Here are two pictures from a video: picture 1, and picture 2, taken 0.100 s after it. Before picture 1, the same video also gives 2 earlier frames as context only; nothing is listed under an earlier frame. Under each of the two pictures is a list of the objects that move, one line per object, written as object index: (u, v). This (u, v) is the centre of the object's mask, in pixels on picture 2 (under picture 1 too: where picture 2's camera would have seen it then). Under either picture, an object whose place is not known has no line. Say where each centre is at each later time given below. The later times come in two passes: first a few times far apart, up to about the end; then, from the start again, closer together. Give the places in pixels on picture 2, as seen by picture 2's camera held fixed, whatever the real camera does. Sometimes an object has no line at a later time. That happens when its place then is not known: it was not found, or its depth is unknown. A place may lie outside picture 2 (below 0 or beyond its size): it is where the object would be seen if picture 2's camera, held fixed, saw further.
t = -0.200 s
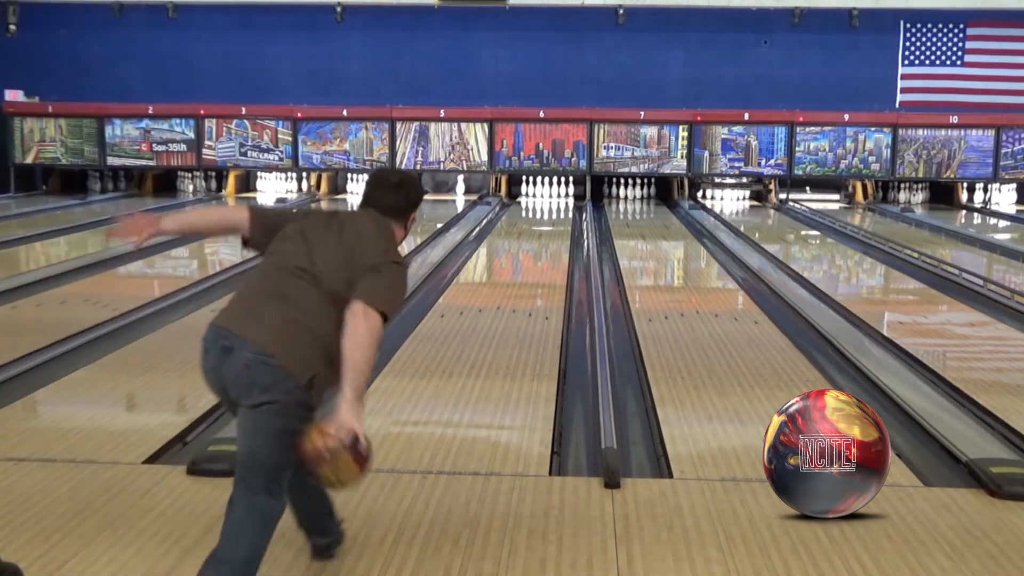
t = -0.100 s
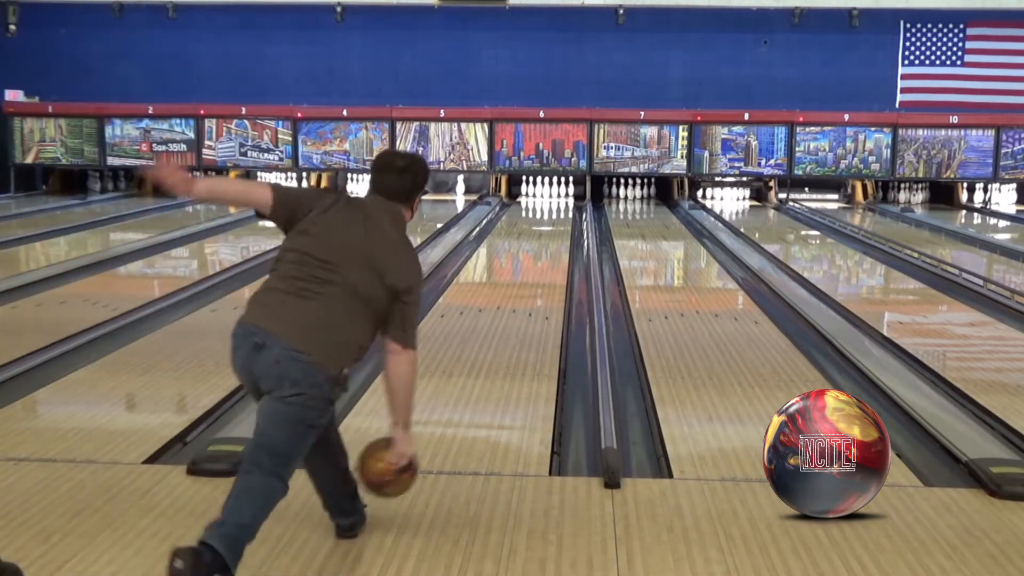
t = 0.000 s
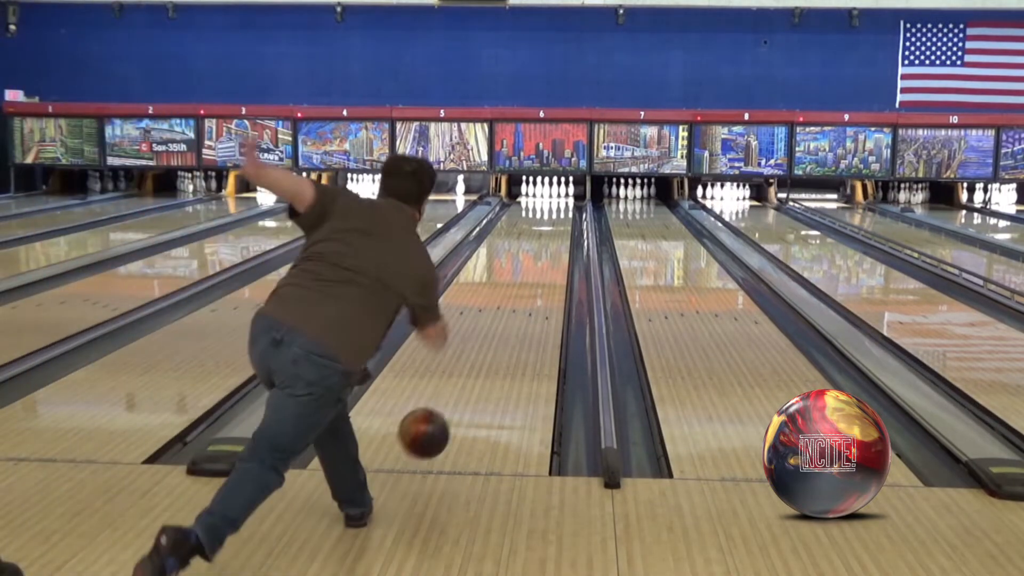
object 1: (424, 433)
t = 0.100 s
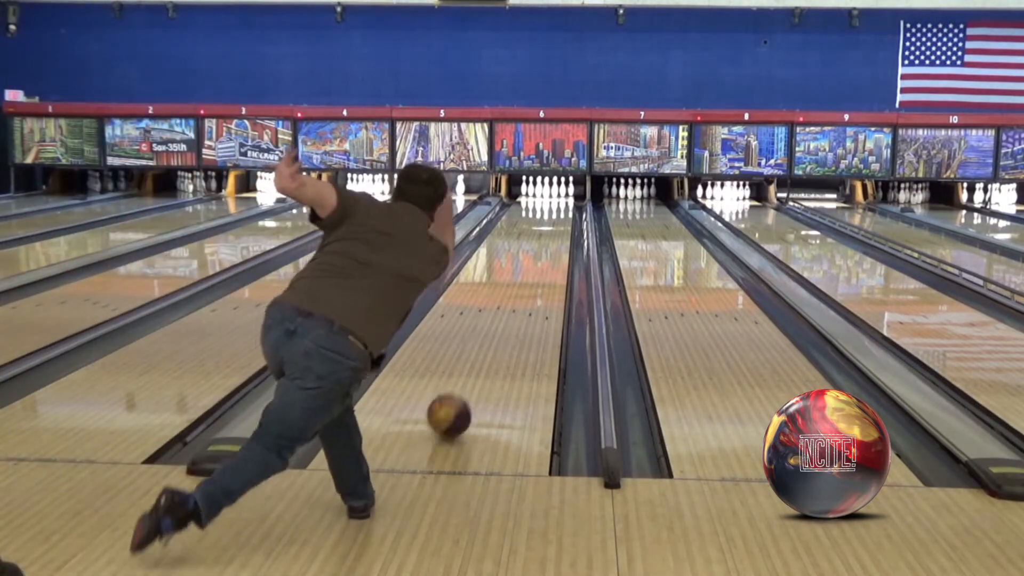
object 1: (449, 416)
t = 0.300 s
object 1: (483, 355)
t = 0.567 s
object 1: (511, 305)
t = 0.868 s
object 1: (530, 269)
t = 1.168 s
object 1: (543, 244)
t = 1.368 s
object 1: (549, 232)
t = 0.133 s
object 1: (456, 401)
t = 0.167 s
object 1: (462, 390)
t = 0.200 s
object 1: (468, 382)
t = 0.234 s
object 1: (473, 373)
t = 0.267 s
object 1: (478, 364)
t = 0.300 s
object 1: (483, 355)
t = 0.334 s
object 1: (487, 347)
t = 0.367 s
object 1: (491, 340)
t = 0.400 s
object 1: (495, 333)
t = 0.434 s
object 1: (499, 326)
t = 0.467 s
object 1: (501, 322)
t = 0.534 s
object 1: (509, 310)
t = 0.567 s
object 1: (511, 305)
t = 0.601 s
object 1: (514, 300)
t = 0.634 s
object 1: (516, 295)
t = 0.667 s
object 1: (519, 291)
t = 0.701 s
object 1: (521, 287)
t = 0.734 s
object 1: (523, 283)
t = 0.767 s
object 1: (525, 279)
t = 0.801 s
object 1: (527, 276)
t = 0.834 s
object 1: (529, 272)
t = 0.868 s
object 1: (530, 269)
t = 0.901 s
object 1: (532, 265)
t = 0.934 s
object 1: (534, 262)
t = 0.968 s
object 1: (535, 259)
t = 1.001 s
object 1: (537, 256)
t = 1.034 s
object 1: (538, 254)
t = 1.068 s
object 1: (540, 251)
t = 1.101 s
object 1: (541, 249)
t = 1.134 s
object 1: (542, 246)
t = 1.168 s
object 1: (543, 244)
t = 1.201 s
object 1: (544, 241)
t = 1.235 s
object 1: (545, 239)
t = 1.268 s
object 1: (546, 238)
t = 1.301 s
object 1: (547, 235)
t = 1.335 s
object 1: (548, 234)
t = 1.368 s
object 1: (549, 232)
